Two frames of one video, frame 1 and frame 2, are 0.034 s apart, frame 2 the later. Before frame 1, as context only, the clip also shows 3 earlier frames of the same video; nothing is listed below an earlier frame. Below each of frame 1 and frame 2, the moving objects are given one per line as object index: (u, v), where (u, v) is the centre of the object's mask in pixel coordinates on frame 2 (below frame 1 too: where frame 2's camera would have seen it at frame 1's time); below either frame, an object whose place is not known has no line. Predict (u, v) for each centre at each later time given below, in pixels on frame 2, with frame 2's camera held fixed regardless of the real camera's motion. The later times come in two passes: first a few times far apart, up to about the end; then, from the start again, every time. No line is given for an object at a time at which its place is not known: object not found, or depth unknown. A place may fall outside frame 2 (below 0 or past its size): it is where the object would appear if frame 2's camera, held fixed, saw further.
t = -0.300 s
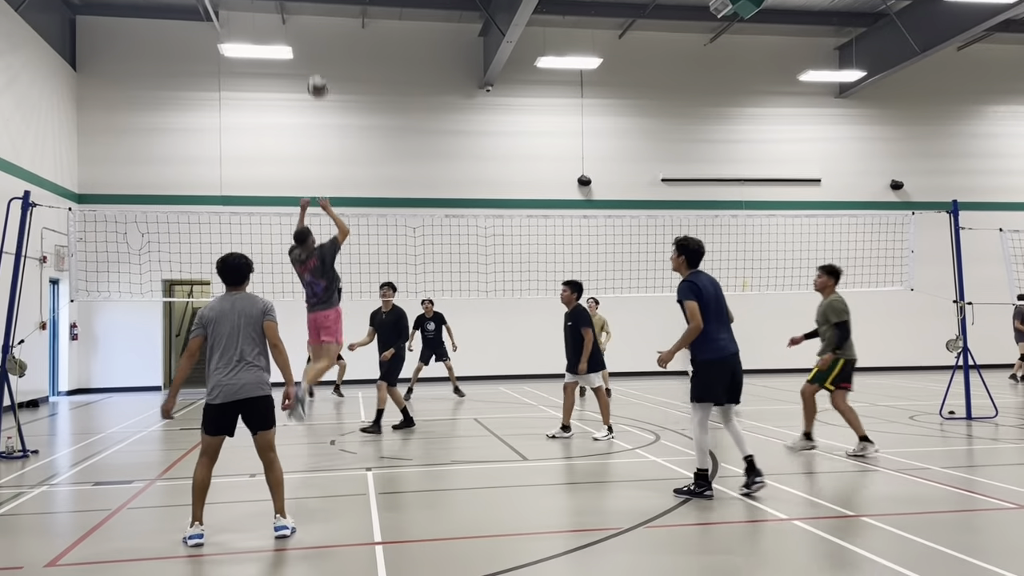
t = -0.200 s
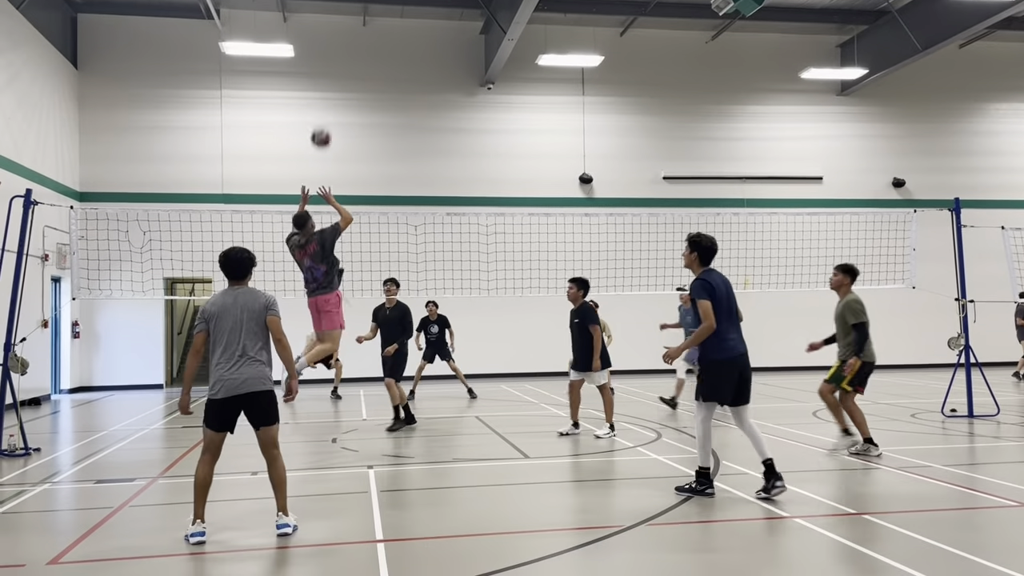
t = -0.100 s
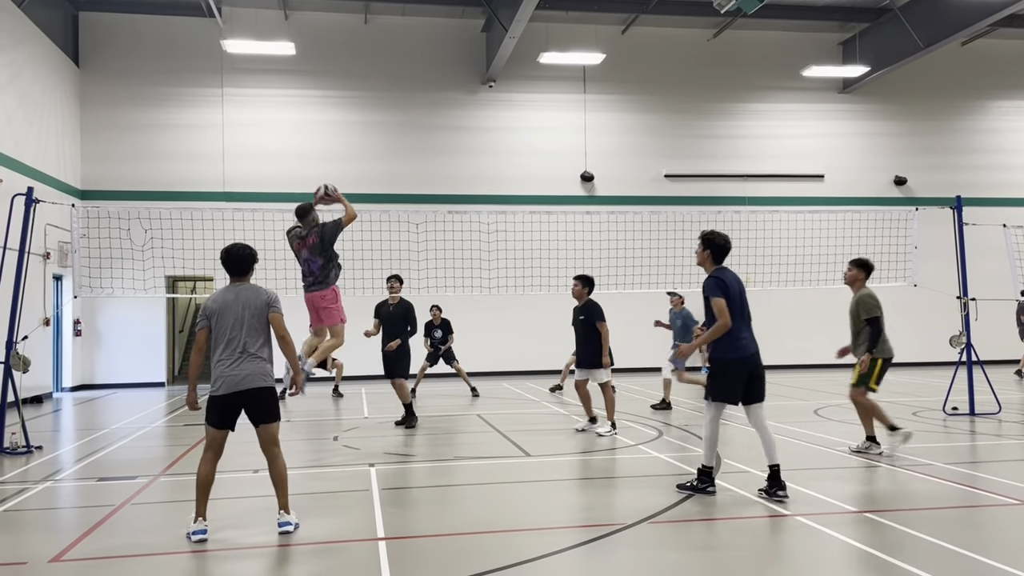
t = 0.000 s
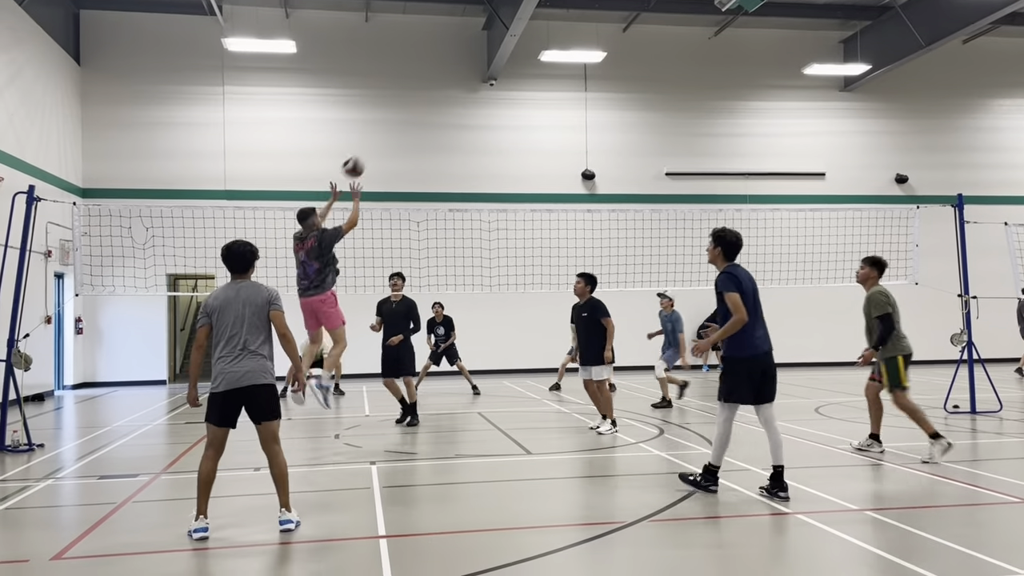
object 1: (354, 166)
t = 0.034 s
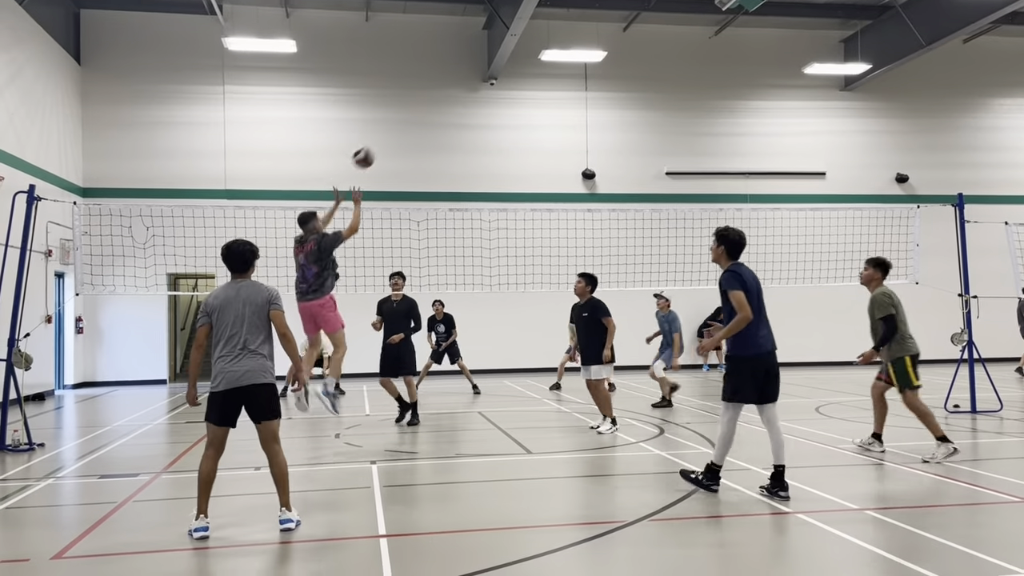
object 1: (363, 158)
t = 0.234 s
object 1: (420, 129)
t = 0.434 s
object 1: (472, 140)
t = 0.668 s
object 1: (529, 198)
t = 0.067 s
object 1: (373, 150)
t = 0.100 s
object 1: (382, 144)
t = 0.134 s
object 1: (392, 138)
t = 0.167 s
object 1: (401, 134)
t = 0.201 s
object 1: (411, 131)
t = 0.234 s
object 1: (420, 129)
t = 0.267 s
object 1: (429, 128)
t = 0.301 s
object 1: (438, 128)
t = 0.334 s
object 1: (447, 129)
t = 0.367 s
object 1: (456, 132)
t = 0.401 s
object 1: (464, 135)
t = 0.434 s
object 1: (472, 140)
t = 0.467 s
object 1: (481, 145)
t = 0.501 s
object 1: (489, 151)
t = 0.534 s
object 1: (497, 159)
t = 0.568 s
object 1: (505, 167)
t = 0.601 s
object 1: (513, 176)
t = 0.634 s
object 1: (521, 186)
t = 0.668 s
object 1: (529, 198)
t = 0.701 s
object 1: (536, 209)
